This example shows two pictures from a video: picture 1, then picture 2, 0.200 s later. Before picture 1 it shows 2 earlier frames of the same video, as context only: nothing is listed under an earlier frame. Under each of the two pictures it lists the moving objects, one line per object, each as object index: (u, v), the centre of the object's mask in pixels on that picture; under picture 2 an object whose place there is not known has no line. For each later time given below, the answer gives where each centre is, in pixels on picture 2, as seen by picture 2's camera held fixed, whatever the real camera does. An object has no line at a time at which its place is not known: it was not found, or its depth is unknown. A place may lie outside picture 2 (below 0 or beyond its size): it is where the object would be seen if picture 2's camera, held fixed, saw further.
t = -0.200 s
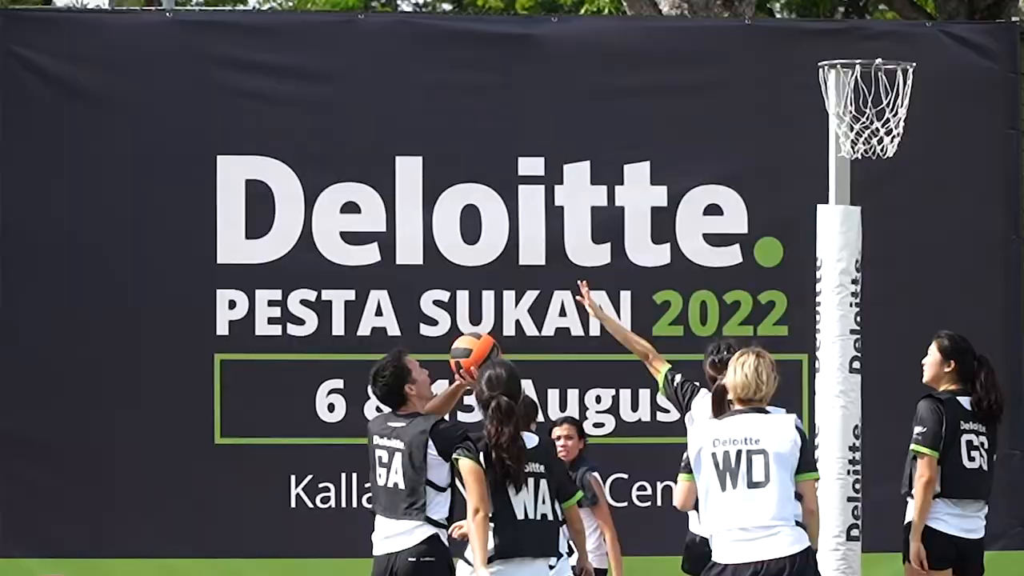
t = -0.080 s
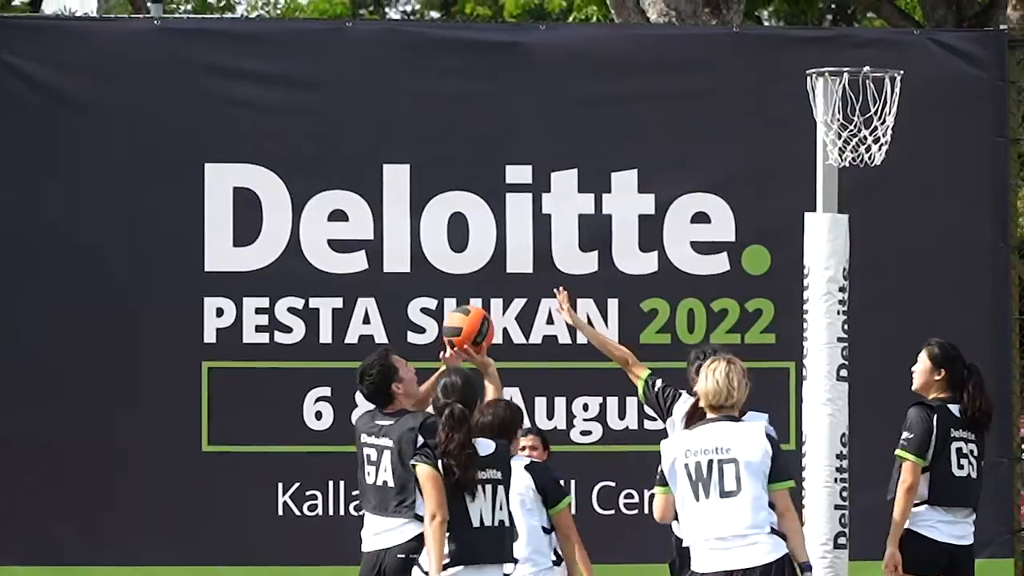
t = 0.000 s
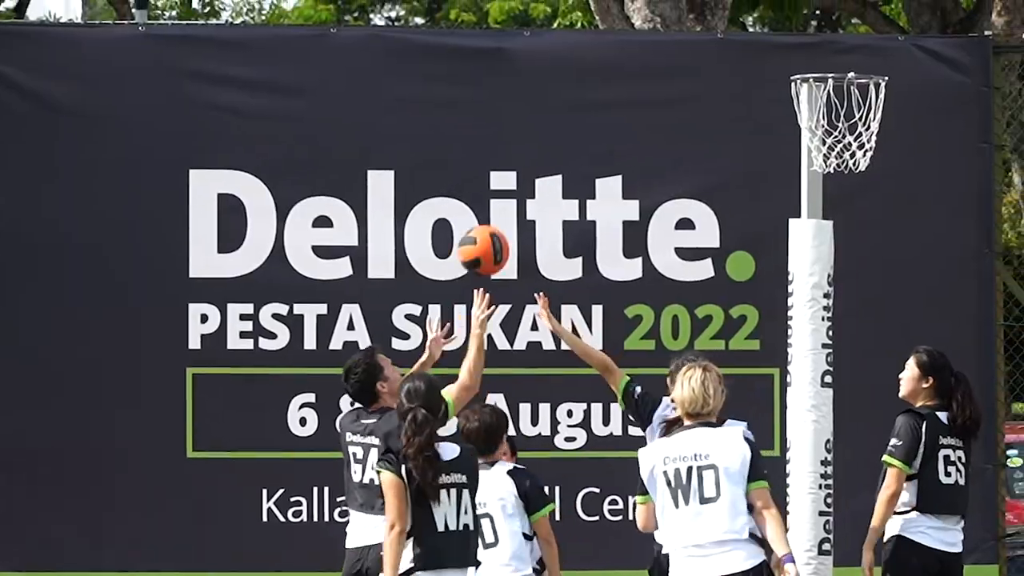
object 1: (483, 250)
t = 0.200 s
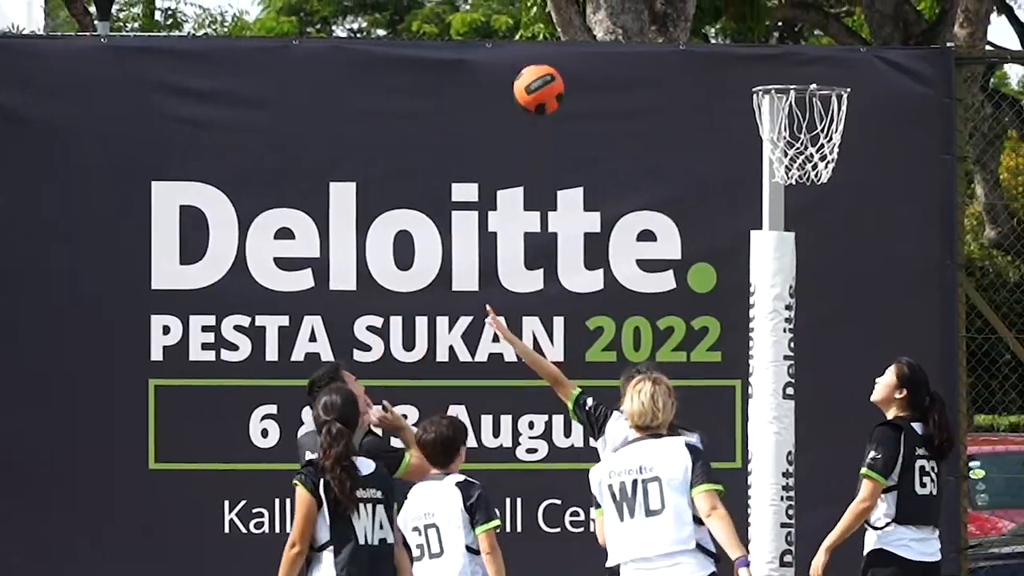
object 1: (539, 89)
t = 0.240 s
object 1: (558, 64)
